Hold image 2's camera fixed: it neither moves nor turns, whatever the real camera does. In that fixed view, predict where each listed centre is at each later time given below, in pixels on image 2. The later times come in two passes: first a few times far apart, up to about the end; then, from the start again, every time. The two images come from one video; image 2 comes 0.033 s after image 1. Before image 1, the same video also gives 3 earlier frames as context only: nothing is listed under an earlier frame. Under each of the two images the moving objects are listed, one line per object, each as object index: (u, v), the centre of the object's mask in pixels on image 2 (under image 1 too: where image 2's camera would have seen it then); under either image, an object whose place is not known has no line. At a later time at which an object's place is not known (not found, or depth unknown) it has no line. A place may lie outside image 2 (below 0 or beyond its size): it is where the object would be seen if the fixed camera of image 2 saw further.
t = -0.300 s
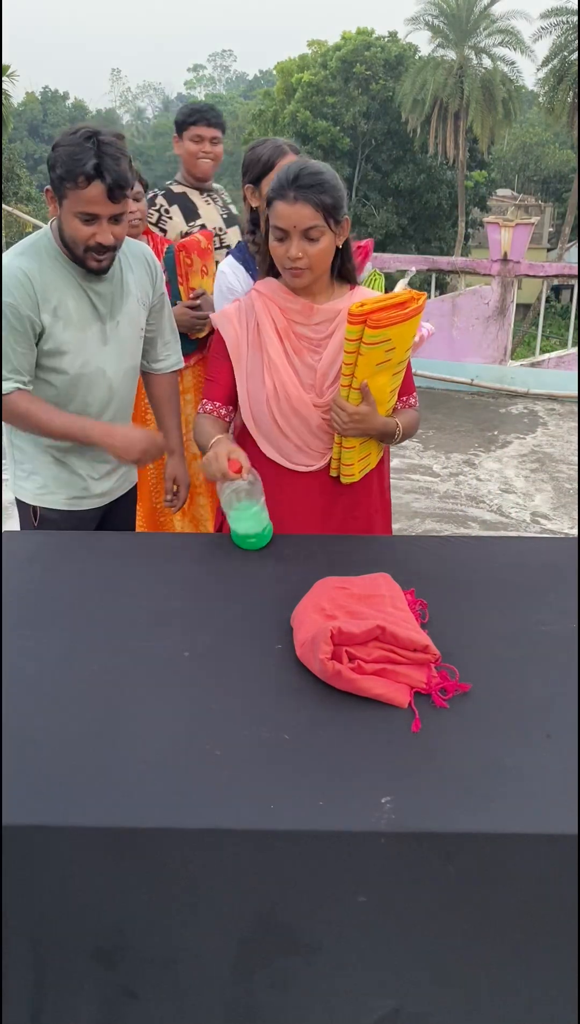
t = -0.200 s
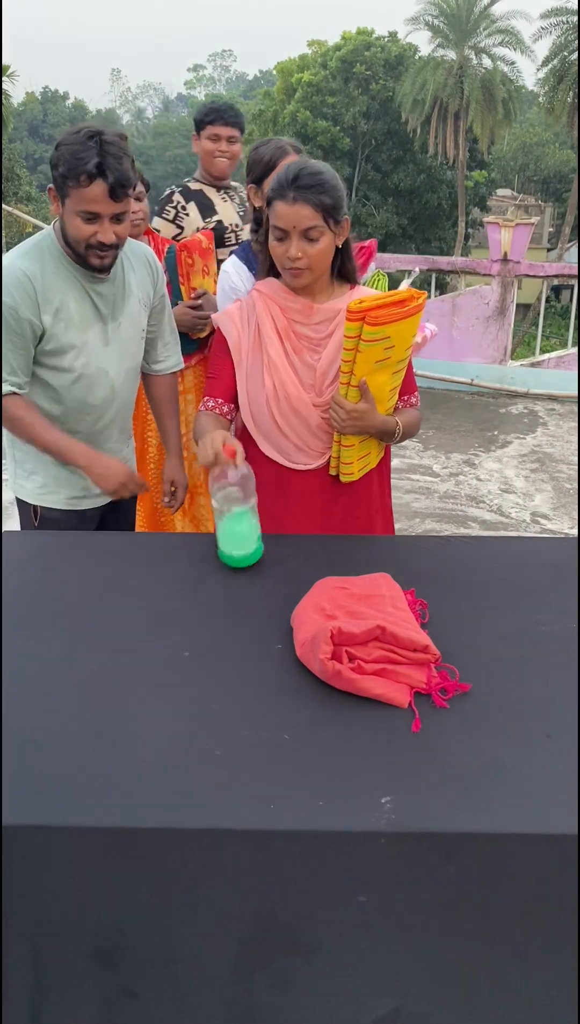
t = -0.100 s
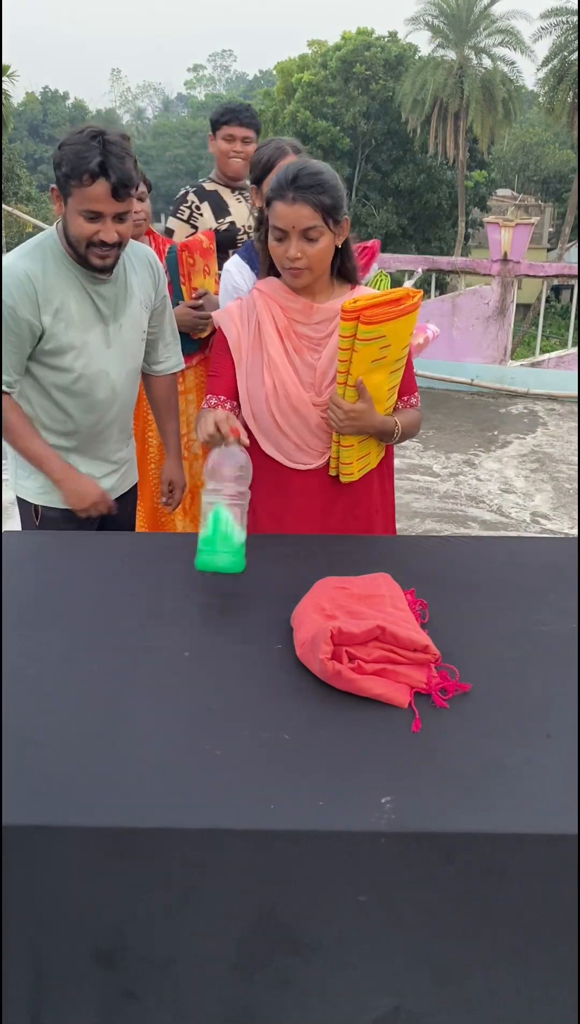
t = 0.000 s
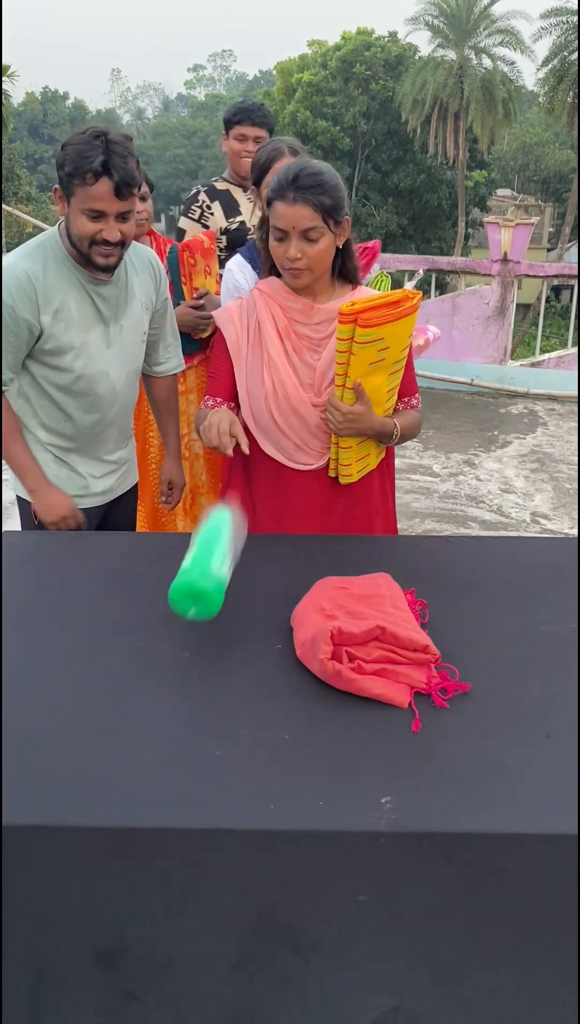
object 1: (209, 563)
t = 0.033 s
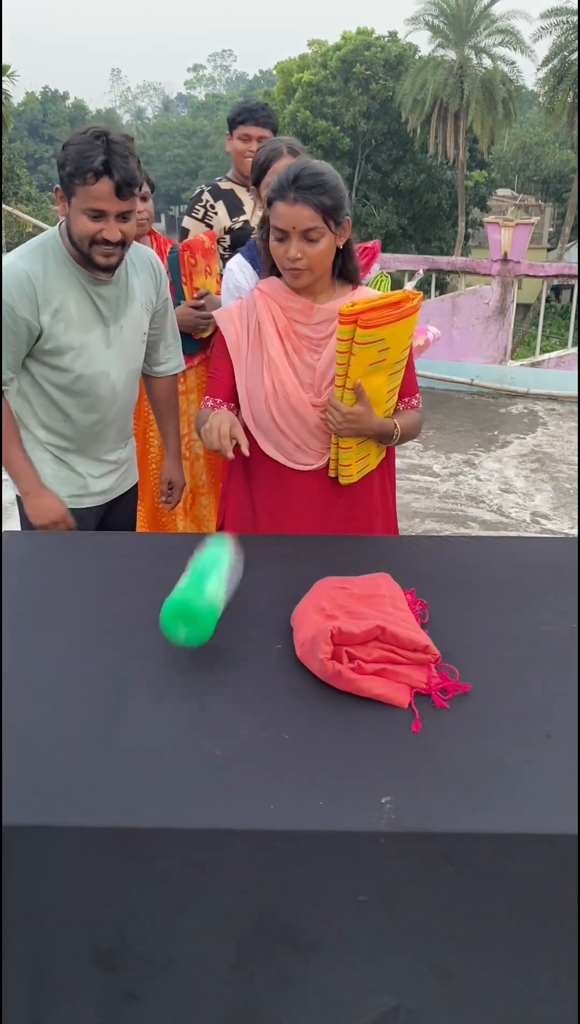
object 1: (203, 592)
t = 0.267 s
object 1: (154, 718)
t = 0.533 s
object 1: (155, 734)
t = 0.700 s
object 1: (161, 735)
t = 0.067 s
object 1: (195, 628)
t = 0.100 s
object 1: (189, 638)
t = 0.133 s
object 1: (181, 644)
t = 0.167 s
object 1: (174, 659)
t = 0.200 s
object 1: (166, 680)
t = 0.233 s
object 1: (160, 701)
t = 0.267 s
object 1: (154, 718)
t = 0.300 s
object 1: (152, 725)
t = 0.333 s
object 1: (151, 731)
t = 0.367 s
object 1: (151, 733)
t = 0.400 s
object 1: (152, 733)
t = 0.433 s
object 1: (152, 734)
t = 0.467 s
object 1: (153, 733)
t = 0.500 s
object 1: (154, 734)
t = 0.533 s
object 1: (155, 734)
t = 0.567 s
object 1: (157, 734)
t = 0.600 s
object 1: (159, 735)
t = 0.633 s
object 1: (160, 735)
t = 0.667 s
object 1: (161, 735)
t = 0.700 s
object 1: (161, 735)
